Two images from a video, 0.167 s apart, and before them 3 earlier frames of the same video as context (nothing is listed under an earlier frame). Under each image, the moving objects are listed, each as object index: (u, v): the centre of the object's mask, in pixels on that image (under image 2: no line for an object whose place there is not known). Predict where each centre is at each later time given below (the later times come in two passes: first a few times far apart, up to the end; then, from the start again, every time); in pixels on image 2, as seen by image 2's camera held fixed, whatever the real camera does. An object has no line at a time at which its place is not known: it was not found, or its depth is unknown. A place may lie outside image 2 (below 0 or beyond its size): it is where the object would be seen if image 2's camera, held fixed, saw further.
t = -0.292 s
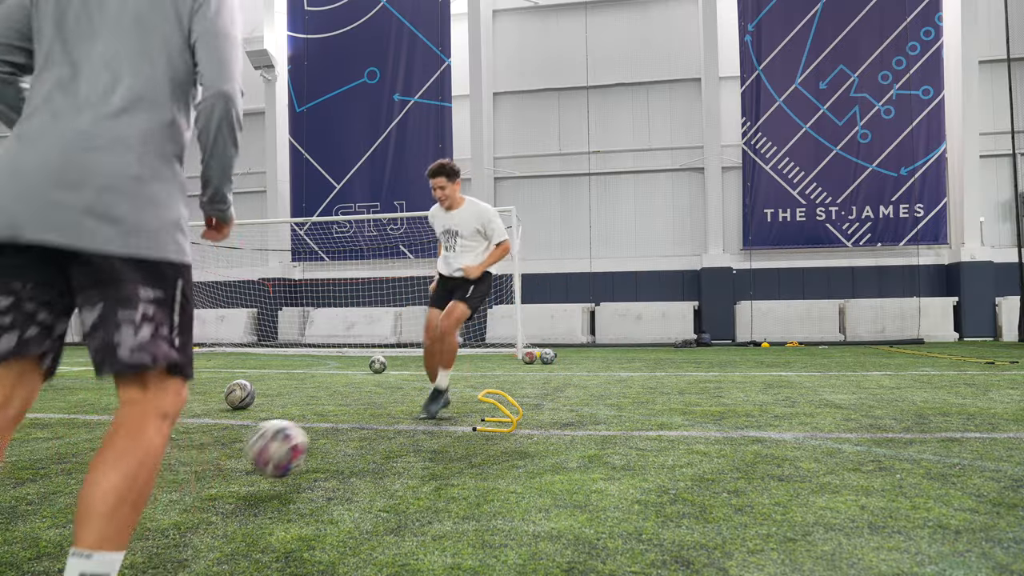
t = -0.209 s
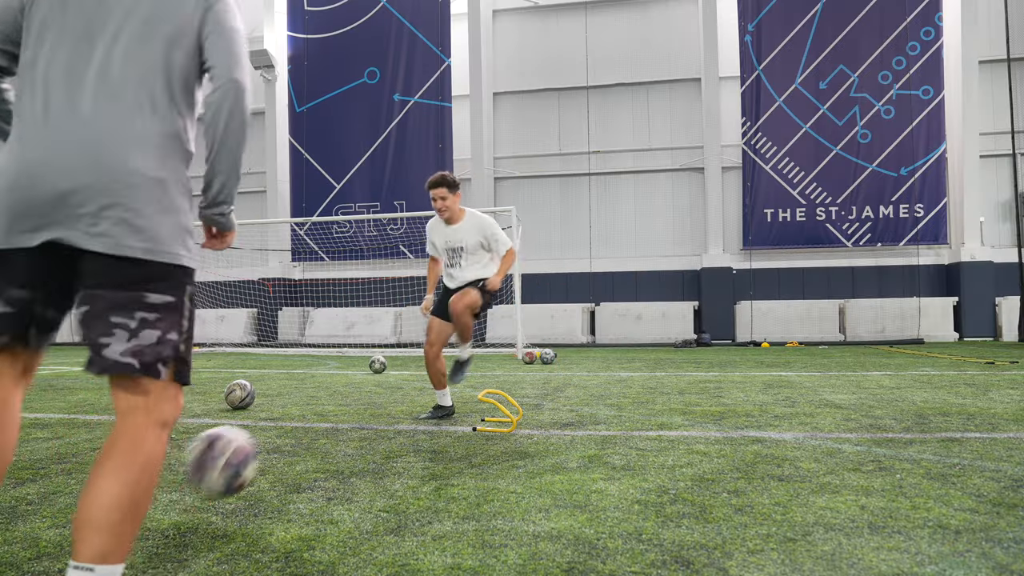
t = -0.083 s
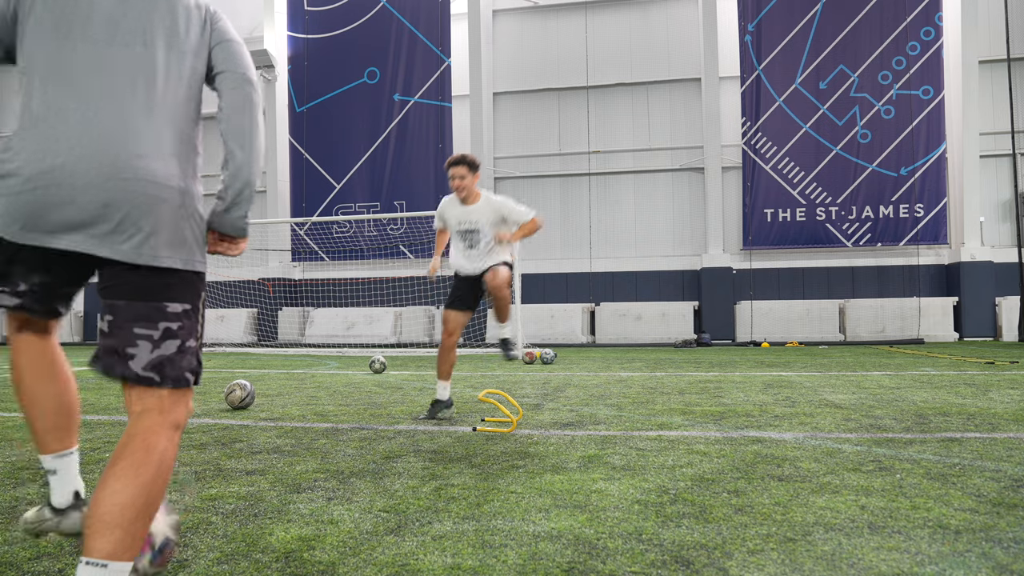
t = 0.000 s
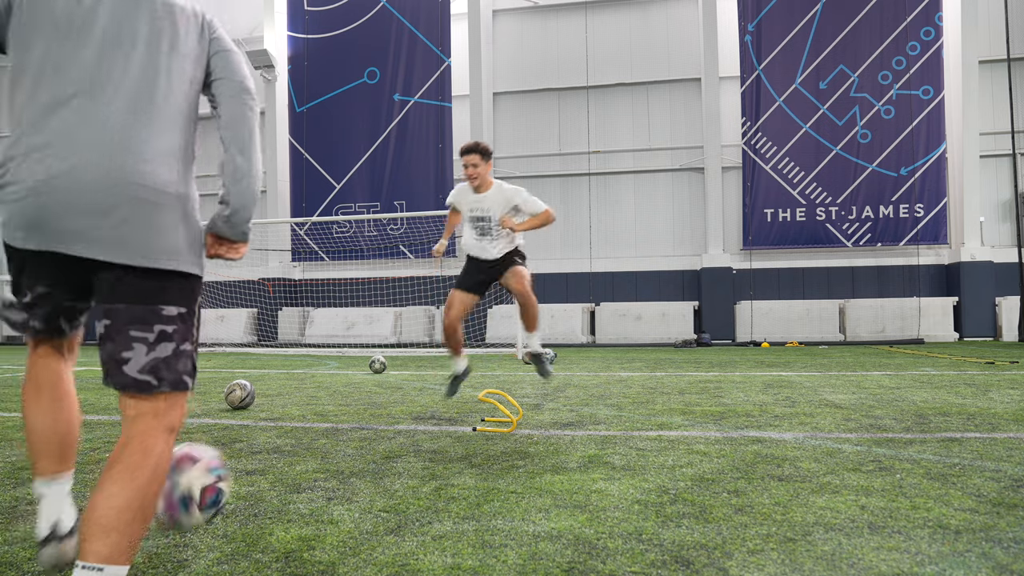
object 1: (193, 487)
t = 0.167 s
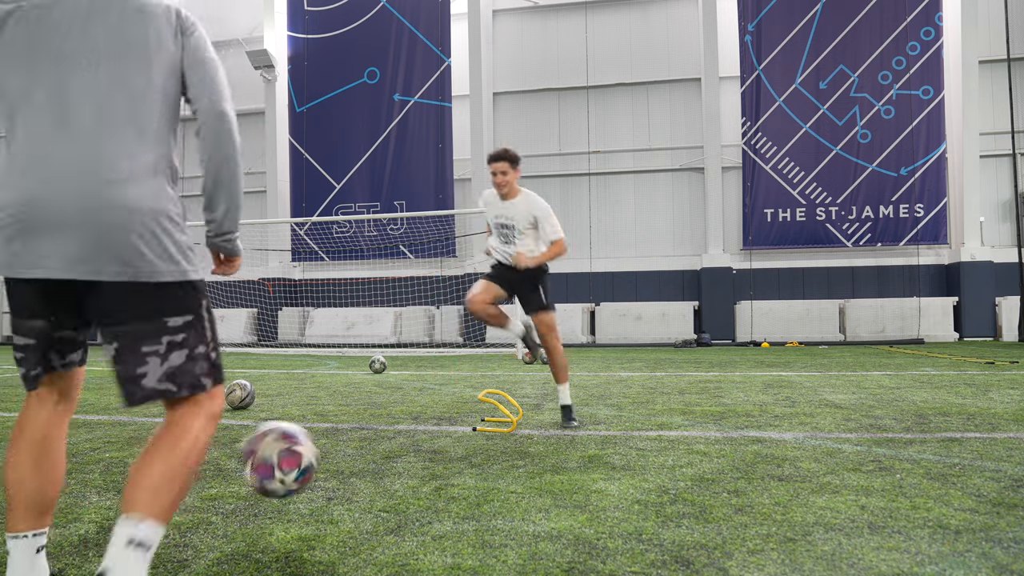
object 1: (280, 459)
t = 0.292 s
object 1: (340, 493)
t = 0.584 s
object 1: (463, 456)
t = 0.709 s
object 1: (503, 451)
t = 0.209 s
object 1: (300, 467)
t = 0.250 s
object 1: (320, 479)
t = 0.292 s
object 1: (340, 493)
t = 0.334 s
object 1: (360, 475)
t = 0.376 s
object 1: (380, 464)
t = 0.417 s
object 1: (398, 459)
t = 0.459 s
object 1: (417, 458)
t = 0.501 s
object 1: (432, 462)
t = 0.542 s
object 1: (450, 464)
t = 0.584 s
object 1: (463, 456)
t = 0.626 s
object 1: (477, 451)
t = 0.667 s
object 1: (490, 451)
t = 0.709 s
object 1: (503, 451)
